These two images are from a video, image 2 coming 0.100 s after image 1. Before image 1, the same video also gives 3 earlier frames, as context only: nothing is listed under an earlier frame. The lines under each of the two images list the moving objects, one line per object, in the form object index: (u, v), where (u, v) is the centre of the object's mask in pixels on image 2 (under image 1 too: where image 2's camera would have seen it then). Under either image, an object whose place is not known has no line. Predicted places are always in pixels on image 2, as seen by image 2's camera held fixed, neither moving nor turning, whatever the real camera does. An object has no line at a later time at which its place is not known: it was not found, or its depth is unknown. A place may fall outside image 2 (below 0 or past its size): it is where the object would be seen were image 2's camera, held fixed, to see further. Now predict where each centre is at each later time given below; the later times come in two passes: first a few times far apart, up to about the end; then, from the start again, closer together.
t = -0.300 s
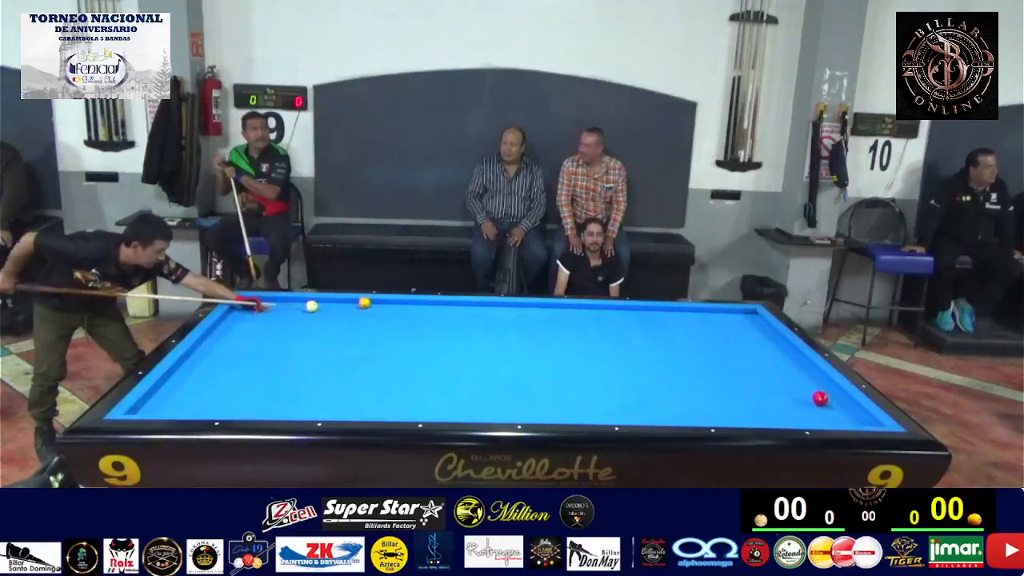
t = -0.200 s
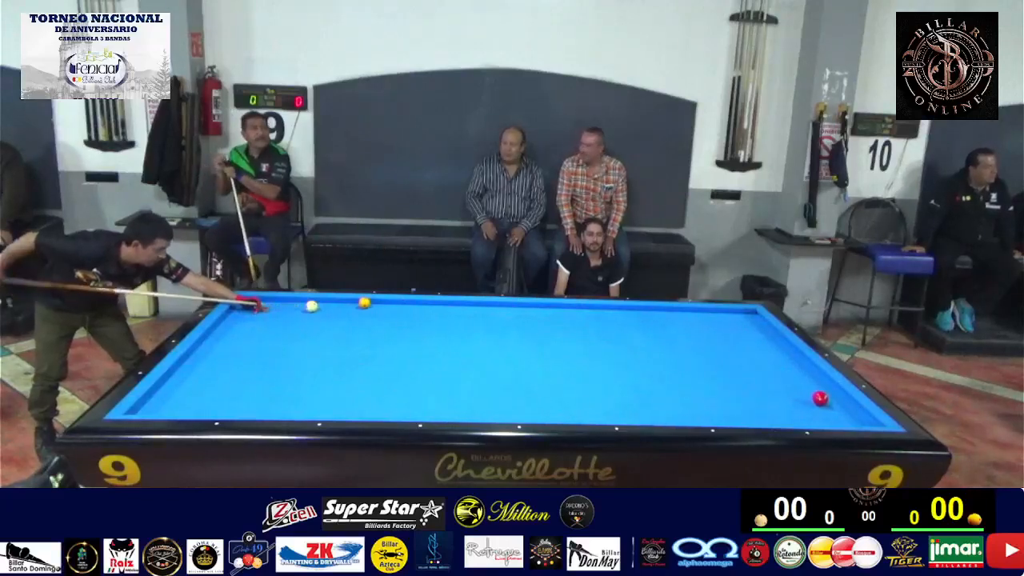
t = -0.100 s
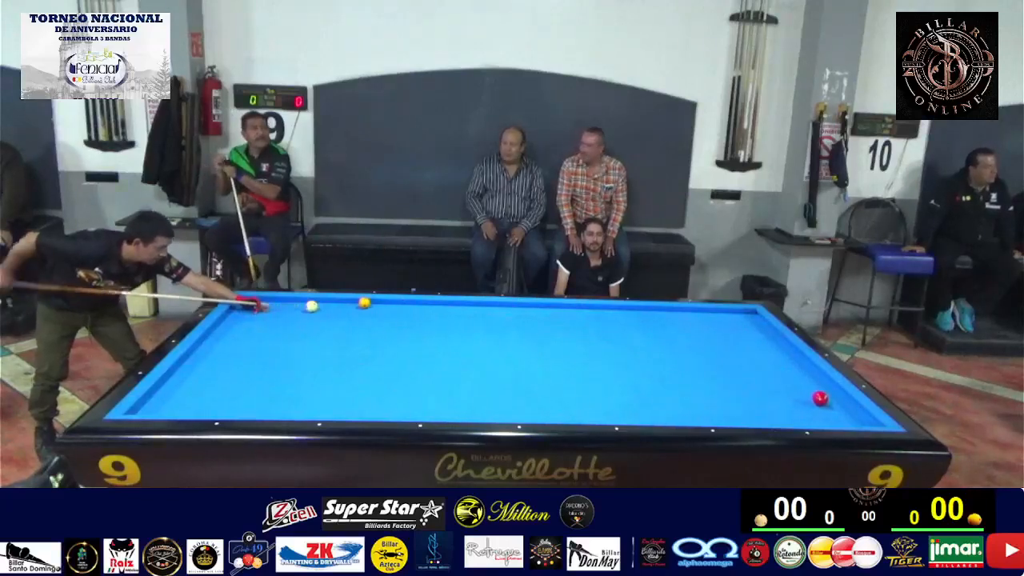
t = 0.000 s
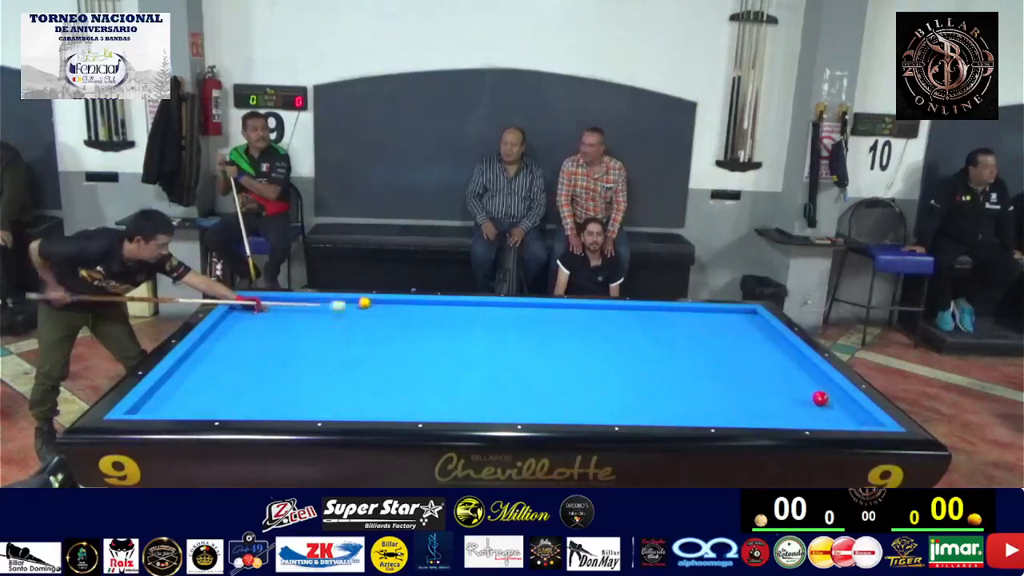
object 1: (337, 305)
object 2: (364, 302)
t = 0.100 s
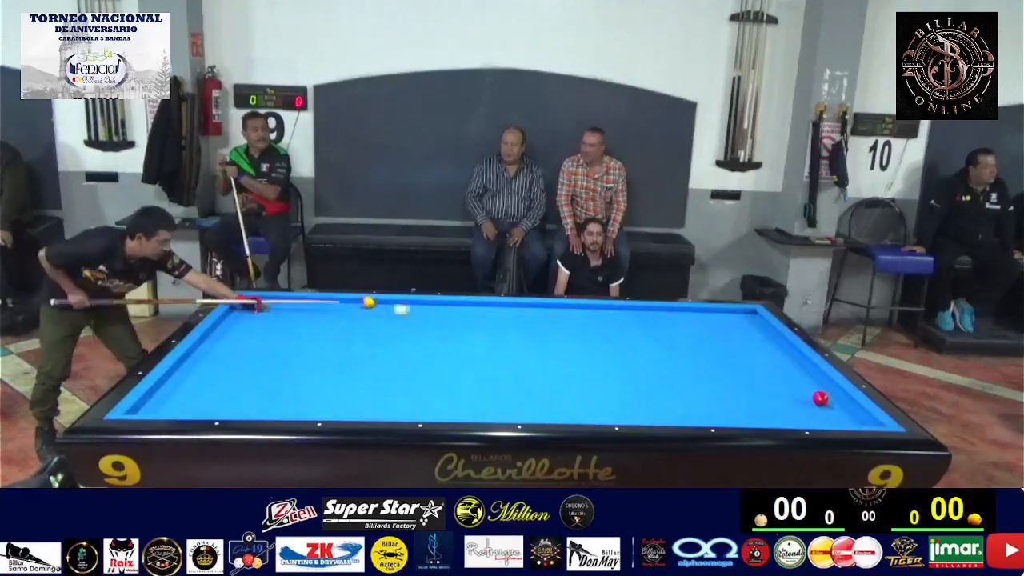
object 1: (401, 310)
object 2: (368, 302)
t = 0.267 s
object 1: (496, 319)
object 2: (374, 308)
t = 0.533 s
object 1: (647, 334)
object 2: (382, 318)
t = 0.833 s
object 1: (778, 353)
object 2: (392, 330)
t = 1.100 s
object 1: (686, 376)
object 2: (401, 341)
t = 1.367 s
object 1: (603, 403)
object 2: (410, 352)
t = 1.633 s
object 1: (513, 406)
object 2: (420, 364)
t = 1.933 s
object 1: (417, 386)
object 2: (432, 378)
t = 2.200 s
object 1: (340, 371)
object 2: (443, 392)
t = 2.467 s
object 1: (269, 357)
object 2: (455, 406)
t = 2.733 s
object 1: (203, 344)
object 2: (465, 412)
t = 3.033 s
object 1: (262, 329)
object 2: (473, 406)
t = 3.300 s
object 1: (305, 317)
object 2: (479, 399)
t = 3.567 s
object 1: (343, 306)
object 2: (484, 393)
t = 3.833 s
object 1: (375, 303)
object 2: (489, 388)
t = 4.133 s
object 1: (406, 311)
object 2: (493, 382)
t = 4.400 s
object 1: (435, 317)
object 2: (497, 378)
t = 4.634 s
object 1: (464, 324)
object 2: (500, 373)
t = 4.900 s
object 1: (493, 331)
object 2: (503, 370)
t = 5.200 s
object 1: (527, 339)
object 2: (506, 366)
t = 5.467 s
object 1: (557, 347)
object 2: (508, 363)
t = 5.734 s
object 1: (588, 354)
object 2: (511, 360)
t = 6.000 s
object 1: (620, 362)
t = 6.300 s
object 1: (656, 371)
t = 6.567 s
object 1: (689, 379)
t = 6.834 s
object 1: (722, 387)
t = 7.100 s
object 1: (755, 395)
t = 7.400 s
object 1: (794, 405)
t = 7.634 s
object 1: (824, 412)
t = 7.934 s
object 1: (863, 420)
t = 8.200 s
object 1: (868, 421)
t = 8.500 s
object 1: (854, 419)
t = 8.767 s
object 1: (844, 417)
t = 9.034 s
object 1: (834, 416)
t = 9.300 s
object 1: (825, 415)
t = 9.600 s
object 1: (818, 413)
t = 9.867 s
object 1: (811, 412)
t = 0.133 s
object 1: (420, 312)
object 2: (370, 304)
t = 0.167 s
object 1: (439, 313)
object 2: (371, 305)
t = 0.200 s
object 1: (458, 316)
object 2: (372, 306)
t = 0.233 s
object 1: (478, 318)
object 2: (373, 307)
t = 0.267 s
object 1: (496, 319)
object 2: (374, 308)
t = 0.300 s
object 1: (515, 321)
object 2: (375, 310)
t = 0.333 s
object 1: (534, 323)
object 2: (376, 311)
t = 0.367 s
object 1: (553, 325)
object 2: (377, 312)
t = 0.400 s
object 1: (571, 327)
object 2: (377, 313)
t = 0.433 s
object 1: (590, 329)
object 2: (379, 314)
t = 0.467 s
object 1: (609, 330)
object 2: (380, 316)
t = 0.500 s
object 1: (628, 332)
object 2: (381, 317)
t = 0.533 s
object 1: (647, 334)
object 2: (382, 318)
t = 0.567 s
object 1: (667, 336)
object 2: (383, 320)
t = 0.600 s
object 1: (686, 338)
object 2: (384, 321)
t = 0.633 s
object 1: (706, 340)
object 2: (385, 322)
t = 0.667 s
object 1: (725, 342)
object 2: (386, 323)
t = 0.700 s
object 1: (745, 344)
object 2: (387, 325)
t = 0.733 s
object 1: (764, 346)
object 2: (388, 326)
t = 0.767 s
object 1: (784, 348)
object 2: (389, 327)
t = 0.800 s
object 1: (791, 351)
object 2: (391, 328)
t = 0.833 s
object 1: (778, 353)
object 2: (392, 330)
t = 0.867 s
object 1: (766, 356)
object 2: (393, 331)
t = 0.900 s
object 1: (755, 359)
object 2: (394, 332)
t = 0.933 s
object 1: (742, 361)
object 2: (395, 334)
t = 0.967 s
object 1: (731, 364)
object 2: (396, 335)
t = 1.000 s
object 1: (720, 367)
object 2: (397, 336)
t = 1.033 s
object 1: (708, 370)
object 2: (399, 338)
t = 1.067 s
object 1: (697, 373)
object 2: (400, 339)
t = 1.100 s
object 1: (686, 376)
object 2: (401, 341)
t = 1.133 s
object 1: (675, 379)
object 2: (402, 342)
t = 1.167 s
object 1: (664, 382)
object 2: (403, 343)
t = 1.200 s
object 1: (653, 385)
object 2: (404, 345)
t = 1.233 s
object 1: (643, 389)
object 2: (406, 346)
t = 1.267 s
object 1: (633, 392)
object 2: (407, 348)
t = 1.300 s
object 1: (623, 396)
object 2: (408, 349)
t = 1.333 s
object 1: (613, 399)
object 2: (409, 351)
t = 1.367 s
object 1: (603, 403)
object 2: (410, 352)
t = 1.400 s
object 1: (592, 406)
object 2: (411, 354)
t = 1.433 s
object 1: (582, 410)
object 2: (412, 355)
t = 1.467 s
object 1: (571, 412)
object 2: (414, 357)
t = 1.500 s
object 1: (559, 416)
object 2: (415, 358)
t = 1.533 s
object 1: (547, 413)
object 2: (416, 360)
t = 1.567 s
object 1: (536, 411)
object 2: (418, 361)
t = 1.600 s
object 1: (525, 408)
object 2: (419, 363)
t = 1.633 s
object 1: (513, 406)
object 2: (420, 364)
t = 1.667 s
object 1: (502, 403)
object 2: (421, 366)
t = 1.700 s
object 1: (491, 401)
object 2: (423, 368)
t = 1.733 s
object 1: (480, 399)
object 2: (424, 369)
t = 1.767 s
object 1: (470, 397)
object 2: (425, 371)
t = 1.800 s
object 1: (459, 394)
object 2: (427, 372)
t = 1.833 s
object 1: (448, 392)
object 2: (428, 374)
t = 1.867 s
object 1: (438, 390)
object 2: (429, 375)
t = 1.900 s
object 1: (427, 388)
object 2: (431, 375)
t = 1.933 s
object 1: (417, 386)
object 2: (432, 378)
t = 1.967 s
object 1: (408, 384)
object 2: (433, 380)
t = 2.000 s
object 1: (398, 382)
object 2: (434, 382)
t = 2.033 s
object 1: (387, 380)
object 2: (436, 383)
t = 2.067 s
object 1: (378, 379)
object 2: (437, 385)
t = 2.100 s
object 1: (368, 377)
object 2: (439, 387)
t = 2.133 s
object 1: (359, 375)
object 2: (440, 389)
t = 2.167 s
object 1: (349, 373)
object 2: (441, 390)
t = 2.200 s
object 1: (340, 371)
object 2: (443, 392)
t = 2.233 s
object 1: (331, 369)
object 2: (444, 394)
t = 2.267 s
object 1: (322, 367)
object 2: (446, 396)
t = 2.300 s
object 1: (312, 366)
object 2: (447, 397)
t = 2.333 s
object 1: (303, 364)
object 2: (449, 399)
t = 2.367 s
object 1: (295, 362)
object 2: (450, 401)
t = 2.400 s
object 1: (286, 360)
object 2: (452, 403)
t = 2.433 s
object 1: (277, 359)
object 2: (453, 404)
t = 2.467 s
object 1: (269, 357)
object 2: (455, 406)
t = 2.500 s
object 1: (261, 355)
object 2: (456, 408)
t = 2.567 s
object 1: (244, 352)
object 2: (459, 410)
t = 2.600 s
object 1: (235, 351)
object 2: (461, 411)
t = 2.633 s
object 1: (227, 349)
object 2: (462, 412)
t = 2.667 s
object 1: (219, 347)
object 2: (464, 414)
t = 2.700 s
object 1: (211, 346)
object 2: (465, 413)
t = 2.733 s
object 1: (203, 344)
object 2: (465, 412)
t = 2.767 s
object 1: (203, 343)
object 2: (466, 411)
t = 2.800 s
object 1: (213, 341)
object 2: (467, 411)
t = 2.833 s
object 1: (221, 339)
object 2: (468, 411)
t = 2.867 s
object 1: (229, 337)
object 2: (469, 410)
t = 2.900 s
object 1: (236, 336)
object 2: (470, 409)
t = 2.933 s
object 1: (243, 334)
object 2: (471, 408)
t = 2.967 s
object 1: (250, 332)
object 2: (471, 408)
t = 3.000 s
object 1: (256, 331)
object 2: (472, 407)
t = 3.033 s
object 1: (262, 329)
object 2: (473, 406)
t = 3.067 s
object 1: (267, 328)
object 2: (474, 405)
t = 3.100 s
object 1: (273, 326)
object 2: (474, 404)
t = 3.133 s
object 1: (278, 325)
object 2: (475, 403)
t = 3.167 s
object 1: (284, 323)
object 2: (476, 402)
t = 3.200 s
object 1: (289, 321)
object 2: (477, 401)
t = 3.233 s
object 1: (295, 320)
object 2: (477, 401)
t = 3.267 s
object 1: (300, 318)
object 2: (478, 400)
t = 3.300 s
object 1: (305, 317)
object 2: (479, 399)
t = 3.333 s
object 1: (310, 315)
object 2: (479, 399)
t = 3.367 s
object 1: (315, 314)
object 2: (480, 398)
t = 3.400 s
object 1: (320, 313)
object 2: (481, 397)
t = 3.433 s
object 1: (325, 311)
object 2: (481, 396)
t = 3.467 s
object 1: (330, 310)
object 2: (482, 396)
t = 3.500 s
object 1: (334, 309)
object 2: (482, 395)
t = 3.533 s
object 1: (339, 308)
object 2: (483, 394)
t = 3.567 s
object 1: (343, 306)
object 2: (484, 393)
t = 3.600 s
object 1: (348, 305)
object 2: (484, 393)
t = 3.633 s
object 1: (352, 304)
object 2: (485, 392)
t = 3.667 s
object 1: (357, 302)
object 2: (486, 391)
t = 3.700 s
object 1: (361, 301)
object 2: (486, 391)
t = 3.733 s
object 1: (365, 301)
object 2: (487, 390)
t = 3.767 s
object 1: (369, 301)
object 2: (487, 389)
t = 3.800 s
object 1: (372, 303)
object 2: (488, 389)
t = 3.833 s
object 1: (375, 303)
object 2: (489, 388)
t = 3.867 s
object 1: (379, 304)
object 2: (489, 387)
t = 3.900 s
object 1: (383, 305)
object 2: (490, 386)
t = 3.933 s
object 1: (386, 306)
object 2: (490, 386)
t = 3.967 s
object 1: (389, 307)
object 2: (491, 385)
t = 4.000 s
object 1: (393, 307)
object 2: (491, 384)
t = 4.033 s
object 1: (396, 308)
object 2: (492, 384)
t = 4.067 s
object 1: (400, 309)
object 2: (492, 383)
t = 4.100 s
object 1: (403, 310)
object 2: (493, 383)
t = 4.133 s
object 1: (406, 311)
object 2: (493, 382)
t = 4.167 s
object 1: (410, 312)
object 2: (494, 381)
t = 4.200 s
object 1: (414, 312)
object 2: (494, 381)
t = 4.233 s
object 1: (417, 313)
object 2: (495, 380)
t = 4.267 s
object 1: (421, 314)
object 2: (495, 380)
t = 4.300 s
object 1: (424, 315)
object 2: (496, 379)
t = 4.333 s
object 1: (428, 316)
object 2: (496, 379)
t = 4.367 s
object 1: (431, 316)
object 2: (496, 378)
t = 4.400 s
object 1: (435, 317)
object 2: (497, 378)
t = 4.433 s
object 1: (439, 318)
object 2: (497, 377)
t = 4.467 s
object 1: (442, 319)
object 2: (498, 376)
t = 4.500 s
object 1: (449, 321)
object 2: (499, 375)
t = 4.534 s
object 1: (453, 322)
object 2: (499, 375)
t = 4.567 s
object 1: (456, 323)
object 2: (499, 374)
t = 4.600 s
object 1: (460, 323)
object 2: (500, 374)
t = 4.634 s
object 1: (464, 324)
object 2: (500, 373)
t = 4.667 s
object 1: (467, 325)
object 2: (501, 373)
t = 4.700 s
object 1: (471, 326)
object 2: (501, 372)
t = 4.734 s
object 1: (475, 327)
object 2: (502, 372)
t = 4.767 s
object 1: (478, 328)
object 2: (502, 371)
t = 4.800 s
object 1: (482, 328)
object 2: (502, 371)
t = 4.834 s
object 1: (486, 329)
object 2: (503, 370)
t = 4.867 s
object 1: (489, 330)
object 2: (503, 370)
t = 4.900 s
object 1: (493, 331)
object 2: (503, 370)
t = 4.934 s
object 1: (497, 332)
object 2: (504, 369)
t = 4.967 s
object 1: (500, 333)
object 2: (504, 368)
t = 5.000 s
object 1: (504, 334)
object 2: (504, 368)
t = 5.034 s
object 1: (508, 335)
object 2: (505, 368)
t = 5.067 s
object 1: (512, 336)
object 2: (505, 367)
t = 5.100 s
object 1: (516, 336)
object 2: (505, 367)
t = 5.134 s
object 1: (519, 337)
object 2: (506, 366)
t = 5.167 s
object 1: (523, 339)
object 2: (506, 366)
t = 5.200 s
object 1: (527, 339)
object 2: (506, 366)
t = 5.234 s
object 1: (531, 340)
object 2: (506, 365)
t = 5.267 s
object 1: (534, 341)
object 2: (507, 365)
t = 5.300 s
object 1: (538, 342)
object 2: (507, 365)
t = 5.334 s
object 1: (542, 343)
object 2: (507, 364)
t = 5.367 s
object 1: (546, 344)
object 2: (508, 364)
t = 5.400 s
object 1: (550, 345)
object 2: (508, 363)
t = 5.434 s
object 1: (554, 346)
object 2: (508, 363)
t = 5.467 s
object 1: (557, 347)
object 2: (508, 363)
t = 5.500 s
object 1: (561, 348)
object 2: (509, 362)
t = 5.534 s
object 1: (565, 348)
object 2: (509, 362)
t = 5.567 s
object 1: (569, 349)
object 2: (510, 362)
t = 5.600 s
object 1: (573, 350)
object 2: (510, 361)
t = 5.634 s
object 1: (577, 351)
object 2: (510, 361)
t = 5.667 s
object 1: (580, 352)
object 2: (510, 360)
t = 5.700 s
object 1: (584, 353)
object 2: (510, 360)
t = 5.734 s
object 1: (588, 354)
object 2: (511, 360)
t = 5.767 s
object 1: (592, 355)
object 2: (511, 359)
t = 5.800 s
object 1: (596, 356)
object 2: (511, 359)
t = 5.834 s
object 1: (600, 357)
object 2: (511, 359)
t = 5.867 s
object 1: (604, 358)
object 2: (512, 359)
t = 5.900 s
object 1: (608, 359)
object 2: (512, 358)
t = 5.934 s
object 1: (612, 360)
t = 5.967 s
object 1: (616, 361)
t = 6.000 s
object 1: (620, 362)
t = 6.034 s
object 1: (624, 363)
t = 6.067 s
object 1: (628, 364)
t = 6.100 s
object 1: (632, 365)
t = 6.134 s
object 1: (636, 366)
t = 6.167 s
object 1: (640, 367)
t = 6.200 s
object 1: (644, 368)
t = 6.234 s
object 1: (648, 369)
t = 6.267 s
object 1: (652, 370)
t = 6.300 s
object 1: (656, 371)
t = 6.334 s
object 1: (660, 372)
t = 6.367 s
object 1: (664, 372)
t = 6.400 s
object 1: (668, 373)
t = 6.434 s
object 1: (673, 375)
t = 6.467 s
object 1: (676, 376)
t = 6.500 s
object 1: (681, 376)
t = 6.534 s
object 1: (685, 378)
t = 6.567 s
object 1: (689, 379)
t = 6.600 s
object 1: (693, 380)
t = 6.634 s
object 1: (697, 381)
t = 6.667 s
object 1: (701, 382)
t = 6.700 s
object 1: (705, 383)
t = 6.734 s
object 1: (709, 384)
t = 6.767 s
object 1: (714, 385)
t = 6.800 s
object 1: (718, 386)
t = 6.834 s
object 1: (722, 387)
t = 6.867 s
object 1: (726, 388)
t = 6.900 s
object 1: (730, 389)
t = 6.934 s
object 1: (734, 390)
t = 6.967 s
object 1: (738, 391)
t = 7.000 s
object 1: (743, 392)
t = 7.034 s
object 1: (747, 393)
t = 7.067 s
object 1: (751, 394)
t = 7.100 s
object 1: (755, 395)
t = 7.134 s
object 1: (759, 396)
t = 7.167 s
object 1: (764, 398)
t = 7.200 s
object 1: (768, 399)
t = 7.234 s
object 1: (772, 400)
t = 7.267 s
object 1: (777, 401)
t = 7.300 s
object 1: (781, 401)
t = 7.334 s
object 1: (785, 403)
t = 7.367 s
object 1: (789, 404)
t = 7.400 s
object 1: (794, 405)
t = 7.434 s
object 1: (798, 406)
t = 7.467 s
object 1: (802, 407)
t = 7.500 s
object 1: (807, 408)
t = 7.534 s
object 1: (811, 409)
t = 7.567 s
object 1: (815, 410)
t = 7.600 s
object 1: (819, 411)
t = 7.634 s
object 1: (824, 412)
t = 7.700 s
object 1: (833, 414)
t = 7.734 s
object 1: (837, 415)
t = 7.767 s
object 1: (842, 417)
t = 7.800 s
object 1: (846, 418)
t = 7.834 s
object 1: (850, 418)
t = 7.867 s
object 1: (854, 419)
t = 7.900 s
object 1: (859, 420)
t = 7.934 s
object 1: (863, 420)
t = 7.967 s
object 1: (867, 421)
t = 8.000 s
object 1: (872, 422)
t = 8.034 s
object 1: (874, 422)
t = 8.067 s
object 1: (874, 422)
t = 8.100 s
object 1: (873, 422)
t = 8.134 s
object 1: (871, 422)
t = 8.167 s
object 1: (869, 421)
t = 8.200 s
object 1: (868, 421)
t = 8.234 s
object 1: (866, 421)
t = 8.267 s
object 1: (864, 420)
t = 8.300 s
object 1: (863, 420)
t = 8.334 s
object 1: (862, 420)
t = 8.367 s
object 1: (860, 420)
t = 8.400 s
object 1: (858, 419)
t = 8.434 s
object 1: (857, 419)
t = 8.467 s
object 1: (856, 419)
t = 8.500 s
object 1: (854, 419)
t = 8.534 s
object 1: (853, 419)
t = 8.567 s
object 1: (852, 419)
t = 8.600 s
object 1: (850, 418)
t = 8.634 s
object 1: (849, 418)
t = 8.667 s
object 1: (848, 418)
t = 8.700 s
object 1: (846, 418)
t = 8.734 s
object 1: (845, 418)
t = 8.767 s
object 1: (844, 417)
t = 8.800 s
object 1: (843, 417)
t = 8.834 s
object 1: (841, 417)
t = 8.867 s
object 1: (840, 417)
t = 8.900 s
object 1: (839, 417)
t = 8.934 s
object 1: (838, 417)
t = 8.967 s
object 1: (836, 417)
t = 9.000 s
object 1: (835, 417)
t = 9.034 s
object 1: (834, 416)
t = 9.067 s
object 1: (833, 416)
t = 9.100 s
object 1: (832, 416)
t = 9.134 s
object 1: (831, 416)
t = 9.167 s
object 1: (830, 415)
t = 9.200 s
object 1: (829, 415)
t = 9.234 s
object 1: (827, 415)
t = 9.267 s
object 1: (826, 415)
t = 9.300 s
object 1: (825, 415)
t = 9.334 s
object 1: (824, 415)
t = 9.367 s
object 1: (824, 414)
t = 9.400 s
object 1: (823, 415)
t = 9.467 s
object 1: (822, 414)
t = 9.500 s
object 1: (821, 414)
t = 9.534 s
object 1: (820, 414)
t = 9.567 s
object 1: (819, 414)
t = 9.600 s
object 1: (818, 413)
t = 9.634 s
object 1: (817, 413)
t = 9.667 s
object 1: (816, 413)
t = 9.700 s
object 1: (815, 413)
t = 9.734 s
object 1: (814, 413)
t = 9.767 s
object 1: (813, 412)
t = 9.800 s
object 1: (812, 412)
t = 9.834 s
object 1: (812, 412)
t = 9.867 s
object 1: (811, 412)
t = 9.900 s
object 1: (810, 412)
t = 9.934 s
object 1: (809, 412)
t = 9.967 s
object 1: (809, 412)
